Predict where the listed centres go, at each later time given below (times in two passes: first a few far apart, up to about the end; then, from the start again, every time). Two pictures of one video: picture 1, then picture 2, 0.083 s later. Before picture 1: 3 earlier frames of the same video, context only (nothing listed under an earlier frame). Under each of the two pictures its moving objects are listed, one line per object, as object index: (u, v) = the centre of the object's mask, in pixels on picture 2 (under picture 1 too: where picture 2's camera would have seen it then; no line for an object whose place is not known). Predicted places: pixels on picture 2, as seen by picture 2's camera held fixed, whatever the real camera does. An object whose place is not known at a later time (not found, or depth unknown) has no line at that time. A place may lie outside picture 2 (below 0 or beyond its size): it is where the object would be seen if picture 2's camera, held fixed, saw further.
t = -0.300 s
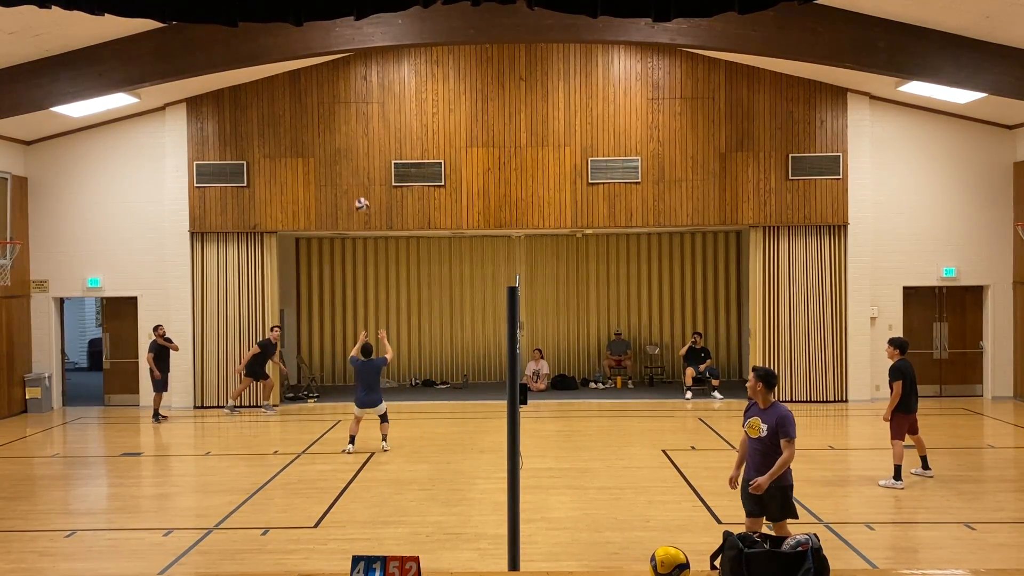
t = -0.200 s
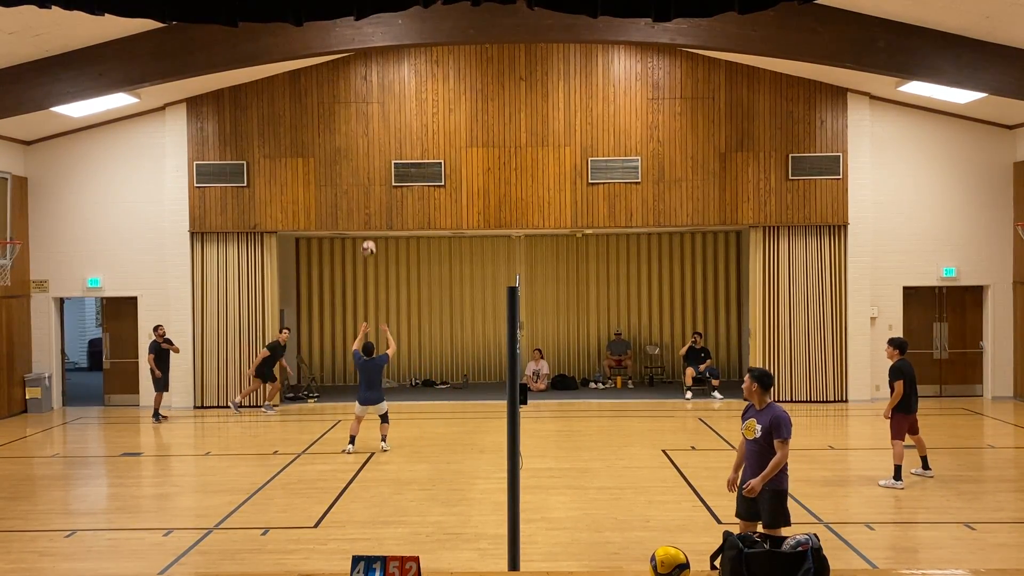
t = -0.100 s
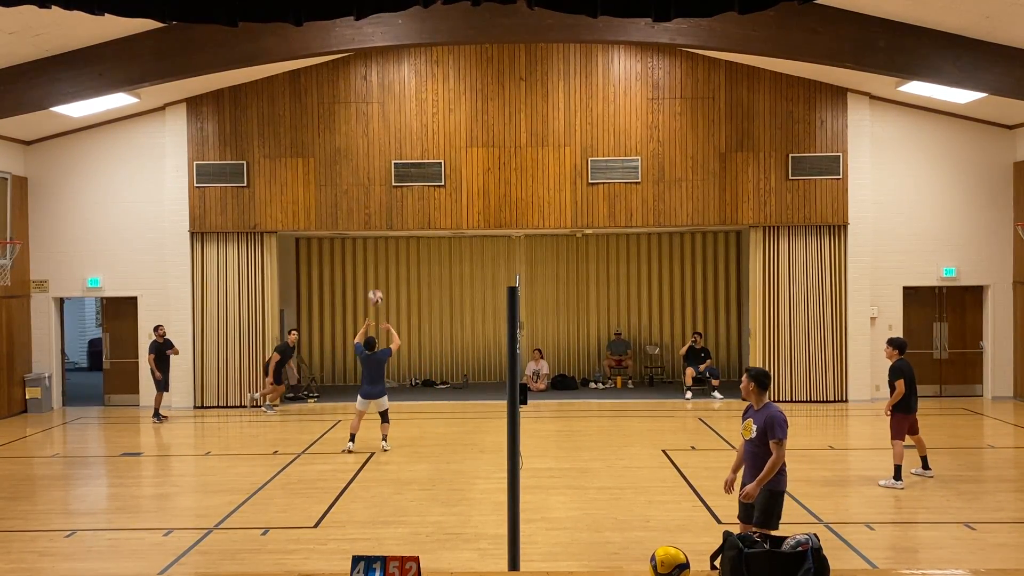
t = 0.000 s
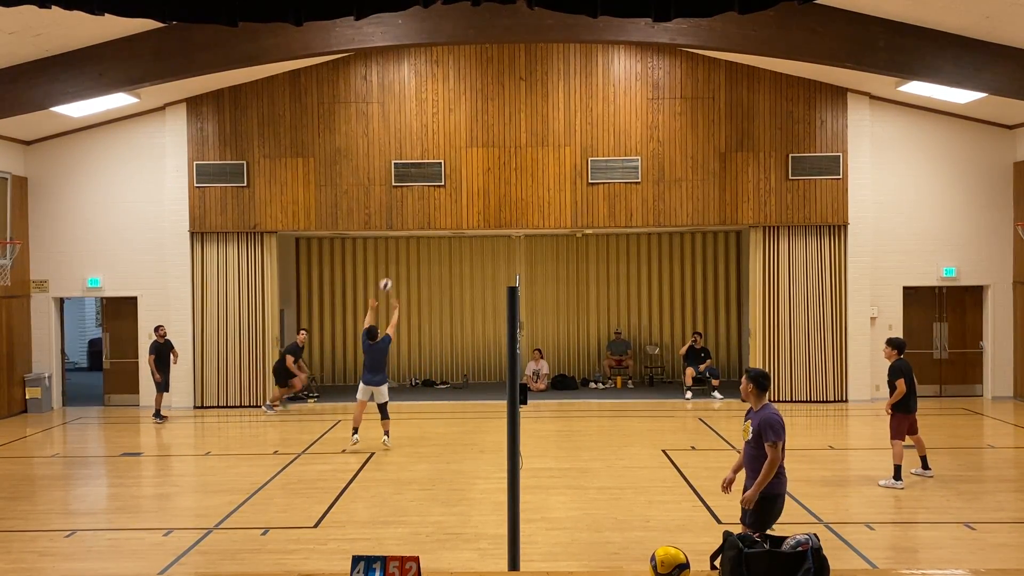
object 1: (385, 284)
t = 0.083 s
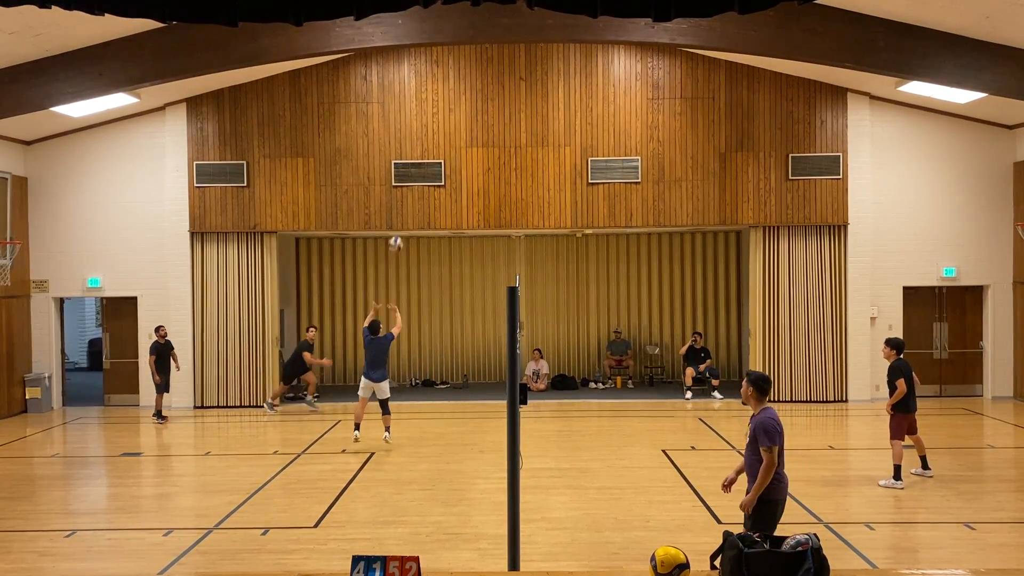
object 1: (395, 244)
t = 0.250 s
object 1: (413, 177)
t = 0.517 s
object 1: (439, 117)
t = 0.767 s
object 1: (463, 106)
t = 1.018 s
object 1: (486, 132)
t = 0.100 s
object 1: (398, 236)
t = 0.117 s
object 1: (400, 227)
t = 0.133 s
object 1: (401, 222)
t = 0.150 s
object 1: (403, 214)
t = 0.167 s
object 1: (405, 207)
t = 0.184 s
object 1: (407, 200)
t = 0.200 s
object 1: (408, 194)
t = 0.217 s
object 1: (410, 189)
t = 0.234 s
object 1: (412, 183)
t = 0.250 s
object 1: (413, 177)
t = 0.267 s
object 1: (414, 172)
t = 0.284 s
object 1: (416, 168)
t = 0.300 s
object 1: (418, 163)
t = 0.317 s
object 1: (420, 158)
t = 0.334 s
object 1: (422, 153)
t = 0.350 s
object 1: (423, 148)
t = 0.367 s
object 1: (425, 145)
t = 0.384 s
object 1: (427, 141)
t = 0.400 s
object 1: (428, 137)
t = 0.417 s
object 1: (430, 134)
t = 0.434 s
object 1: (431, 131)
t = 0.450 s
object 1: (433, 128)
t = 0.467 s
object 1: (435, 125)
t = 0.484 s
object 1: (437, 122)
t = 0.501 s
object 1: (438, 120)
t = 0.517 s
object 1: (439, 117)
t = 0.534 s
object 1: (441, 116)
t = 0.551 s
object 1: (443, 114)
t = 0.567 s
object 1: (444, 112)
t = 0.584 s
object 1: (446, 110)
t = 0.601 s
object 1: (448, 109)
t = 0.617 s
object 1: (449, 108)
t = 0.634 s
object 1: (451, 107)
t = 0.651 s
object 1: (452, 106)
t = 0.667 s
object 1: (454, 106)
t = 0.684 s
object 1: (455, 105)
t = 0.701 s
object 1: (457, 105)
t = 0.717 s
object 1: (458, 105)
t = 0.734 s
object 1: (460, 105)
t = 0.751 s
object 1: (462, 105)
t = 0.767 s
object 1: (463, 106)
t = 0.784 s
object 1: (465, 107)
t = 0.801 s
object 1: (467, 107)
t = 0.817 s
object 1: (468, 108)
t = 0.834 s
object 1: (470, 109)
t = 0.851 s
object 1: (471, 111)
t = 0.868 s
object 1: (473, 112)
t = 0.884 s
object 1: (474, 114)
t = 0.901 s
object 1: (476, 115)
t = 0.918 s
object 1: (477, 117)
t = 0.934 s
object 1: (479, 119)
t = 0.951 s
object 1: (480, 121)
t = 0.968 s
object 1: (481, 124)
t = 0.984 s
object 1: (483, 126)
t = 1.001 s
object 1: (484, 129)
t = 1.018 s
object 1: (486, 132)
